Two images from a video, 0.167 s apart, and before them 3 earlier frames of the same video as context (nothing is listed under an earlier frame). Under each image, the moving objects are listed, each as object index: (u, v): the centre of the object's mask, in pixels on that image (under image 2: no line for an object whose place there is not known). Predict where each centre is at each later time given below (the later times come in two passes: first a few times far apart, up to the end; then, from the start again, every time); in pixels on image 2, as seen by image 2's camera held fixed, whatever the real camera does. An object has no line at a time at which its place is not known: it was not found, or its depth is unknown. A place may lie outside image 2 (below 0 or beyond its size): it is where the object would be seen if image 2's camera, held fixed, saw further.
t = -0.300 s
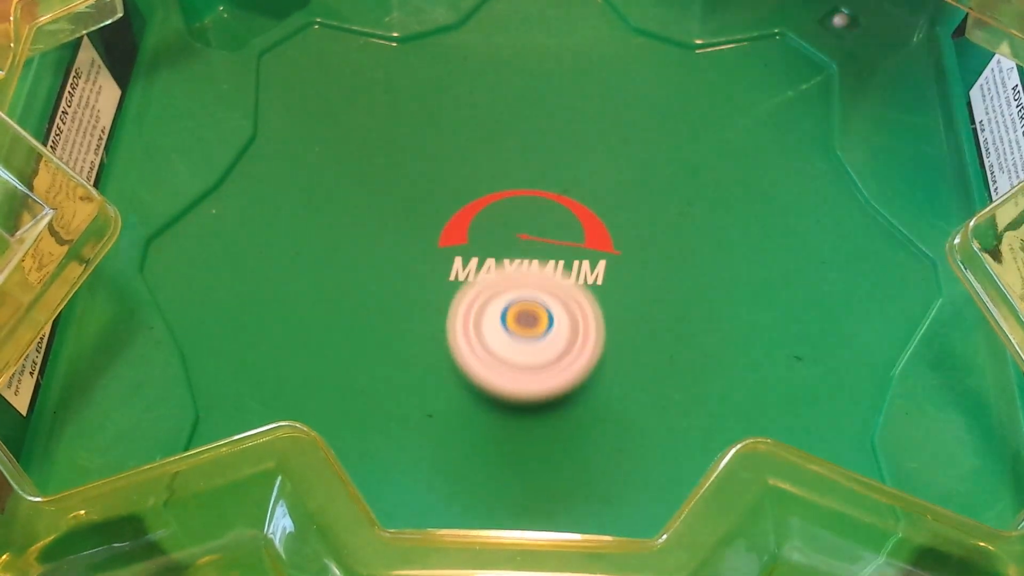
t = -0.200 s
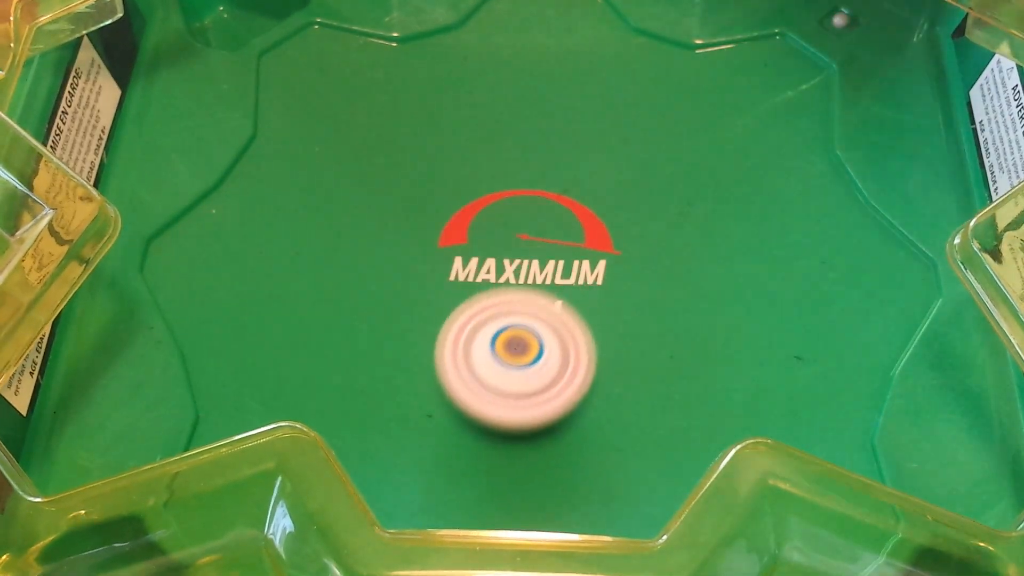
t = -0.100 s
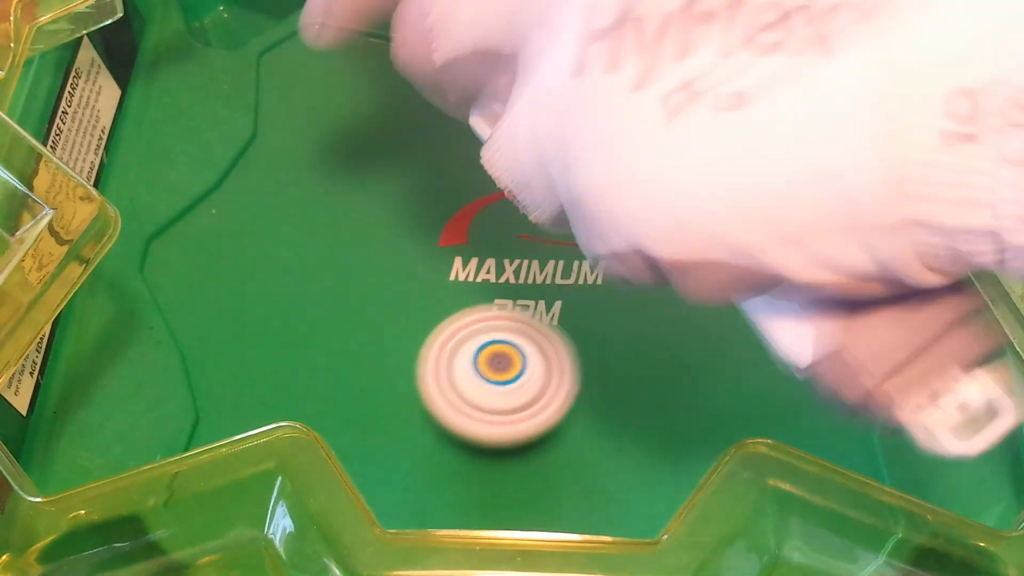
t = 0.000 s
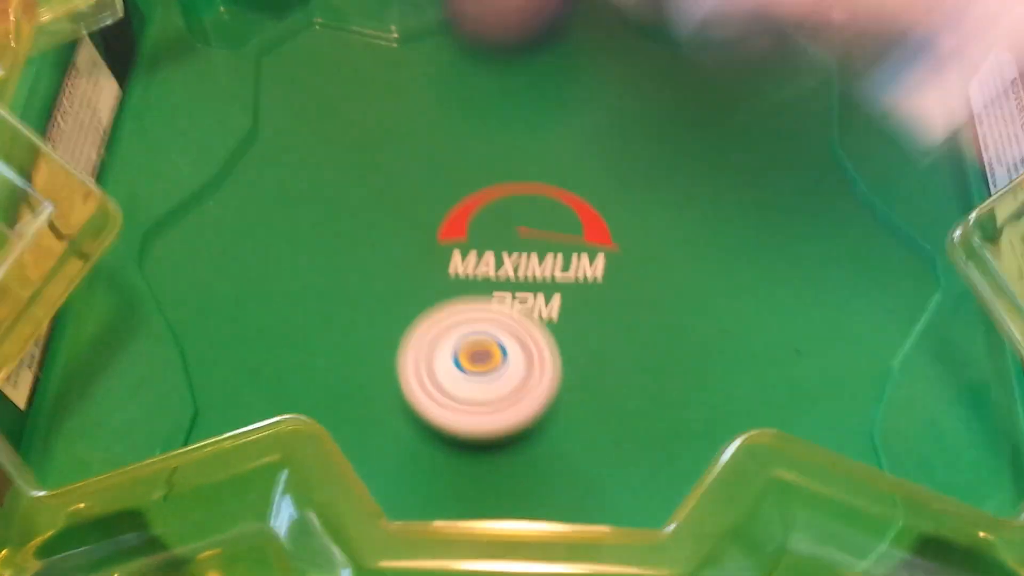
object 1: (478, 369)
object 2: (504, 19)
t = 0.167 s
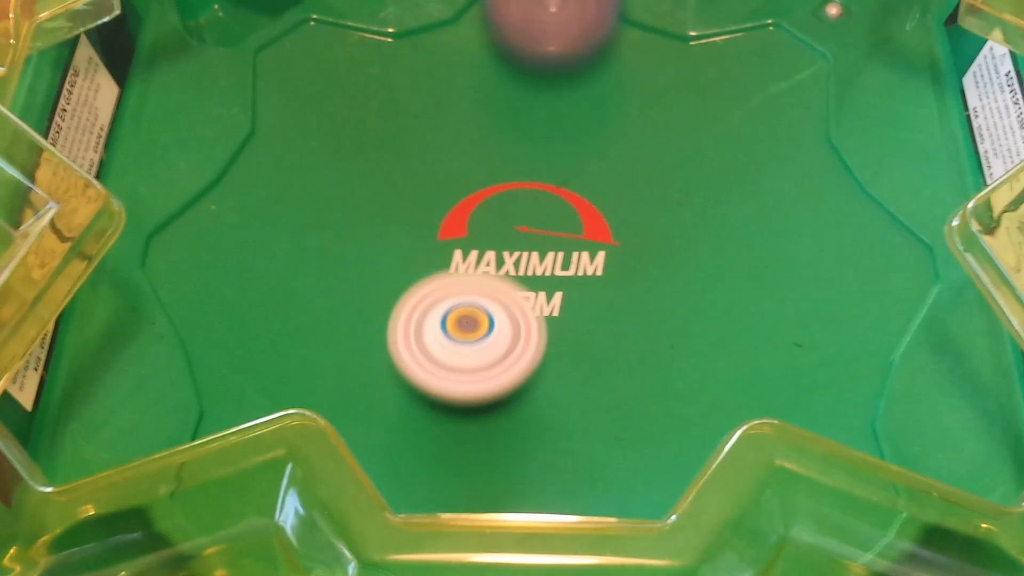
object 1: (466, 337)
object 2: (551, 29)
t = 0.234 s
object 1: (475, 317)
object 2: (529, 52)
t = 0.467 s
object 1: (432, 424)
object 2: (655, 138)
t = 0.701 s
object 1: (353, 374)
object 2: (757, 58)
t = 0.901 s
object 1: (411, 300)
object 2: (599, 77)
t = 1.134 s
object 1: (509, 338)
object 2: (641, 225)
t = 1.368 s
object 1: (595, 346)
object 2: (830, 182)
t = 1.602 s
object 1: (642, 351)
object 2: (631, 97)
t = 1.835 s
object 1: (638, 325)
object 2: (416, 410)
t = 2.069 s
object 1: (604, 268)
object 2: (637, 509)
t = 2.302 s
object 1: (591, 201)
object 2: (778, 343)
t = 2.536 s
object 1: (529, 119)
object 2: (639, 287)
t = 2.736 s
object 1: (514, 71)
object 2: (595, 412)
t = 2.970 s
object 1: (512, 96)
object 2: (688, 391)
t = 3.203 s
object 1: (479, 176)
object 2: (502, 320)
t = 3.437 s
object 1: (428, 253)
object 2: (395, 408)
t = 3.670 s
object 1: (383, 320)
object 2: (510, 447)
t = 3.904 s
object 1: (395, 354)
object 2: (557, 250)
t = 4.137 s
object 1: (463, 363)
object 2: (353, 141)
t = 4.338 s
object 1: (545, 353)
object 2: (231, 260)
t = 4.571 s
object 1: (678, 327)
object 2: (474, 355)
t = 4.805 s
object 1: (803, 311)
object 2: (521, 196)
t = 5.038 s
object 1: (805, 289)
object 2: (418, 115)
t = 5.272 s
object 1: (703, 241)
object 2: (376, 236)
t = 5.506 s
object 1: (598, 183)
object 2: (598, 322)
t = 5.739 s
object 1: (478, 153)
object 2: (720, 233)
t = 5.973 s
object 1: (375, 137)
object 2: (574, 159)
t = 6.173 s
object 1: (316, 136)
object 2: (478, 298)
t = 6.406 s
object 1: (319, 164)
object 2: (631, 437)
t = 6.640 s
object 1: (393, 254)
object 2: (750, 313)
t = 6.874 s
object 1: (489, 349)
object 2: (557, 190)
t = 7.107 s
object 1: (593, 411)
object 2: (346, 250)
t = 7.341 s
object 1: (668, 427)
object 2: (384, 414)
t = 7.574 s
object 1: (731, 354)
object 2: (520, 377)
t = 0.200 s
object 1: (468, 329)
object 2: (542, 35)
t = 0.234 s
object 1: (475, 317)
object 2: (529, 52)
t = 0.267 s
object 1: (480, 307)
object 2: (517, 89)
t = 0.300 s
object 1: (488, 297)
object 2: (507, 150)
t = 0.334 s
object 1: (480, 328)
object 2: (519, 165)
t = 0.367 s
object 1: (466, 374)
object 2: (546, 157)
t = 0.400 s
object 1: (458, 402)
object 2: (579, 150)
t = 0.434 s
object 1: (447, 417)
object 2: (617, 145)
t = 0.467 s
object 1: (432, 424)
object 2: (655, 138)
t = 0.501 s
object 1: (419, 425)
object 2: (689, 129)
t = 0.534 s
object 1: (399, 425)
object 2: (717, 119)
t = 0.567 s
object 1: (384, 421)
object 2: (738, 107)
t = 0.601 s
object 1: (370, 414)
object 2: (754, 93)
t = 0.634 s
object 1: (360, 403)
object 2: (761, 81)
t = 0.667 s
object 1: (357, 385)
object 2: (762, 68)
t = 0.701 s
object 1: (353, 374)
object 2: (757, 58)
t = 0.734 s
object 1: (352, 363)
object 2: (744, 52)
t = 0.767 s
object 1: (356, 351)
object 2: (724, 46)
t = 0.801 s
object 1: (366, 336)
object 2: (698, 44)
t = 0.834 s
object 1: (379, 323)
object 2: (664, 46)
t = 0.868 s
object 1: (394, 311)
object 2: (629, 55)
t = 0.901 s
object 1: (411, 300)
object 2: (599, 77)
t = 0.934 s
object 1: (431, 291)
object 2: (575, 109)
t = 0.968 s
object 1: (452, 282)
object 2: (556, 147)
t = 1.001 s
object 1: (462, 293)
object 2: (553, 177)
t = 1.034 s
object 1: (466, 319)
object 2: (566, 186)
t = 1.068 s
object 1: (479, 332)
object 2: (586, 199)
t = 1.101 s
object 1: (494, 336)
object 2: (611, 212)
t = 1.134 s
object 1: (509, 338)
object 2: (641, 225)
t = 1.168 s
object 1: (522, 339)
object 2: (674, 236)
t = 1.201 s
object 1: (535, 339)
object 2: (708, 242)
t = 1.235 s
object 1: (547, 340)
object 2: (741, 242)
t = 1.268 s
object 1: (561, 341)
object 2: (771, 235)
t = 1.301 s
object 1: (572, 342)
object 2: (798, 222)
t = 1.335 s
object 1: (584, 344)
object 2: (818, 205)
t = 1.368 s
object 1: (595, 346)
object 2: (830, 182)
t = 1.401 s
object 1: (606, 347)
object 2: (832, 157)
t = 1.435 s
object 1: (615, 348)
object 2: (824, 131)
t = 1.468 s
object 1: (622, 349)
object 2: (803, 106)
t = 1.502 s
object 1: (628, 350)
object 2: (771, 89)
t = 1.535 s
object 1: (634, 351)
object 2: (730, 81)
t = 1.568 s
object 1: (638, 351)
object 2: (682, 84)
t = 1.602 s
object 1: (642, 351)
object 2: (631, 97)
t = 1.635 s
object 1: (644, 350)
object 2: (583, 119)
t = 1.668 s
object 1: (645, 348)
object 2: (538, 152)
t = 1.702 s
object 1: (645, 345)
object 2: (497, 189)
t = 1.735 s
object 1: (644, 342)
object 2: (458, 242)
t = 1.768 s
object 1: (643, 337)
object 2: (431, 301)
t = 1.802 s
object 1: (641, 331)
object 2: (416, 357)
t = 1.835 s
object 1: (638, 325)
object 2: (416, 410)
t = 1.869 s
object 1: (635, 321)
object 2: (429, 447)
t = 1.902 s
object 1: (631, 315)
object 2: (448, 474)
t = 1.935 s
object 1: (626, 308)
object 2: (473, 493)
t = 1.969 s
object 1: (619, 298)
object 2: (512, 505)
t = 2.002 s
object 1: (614, 289)
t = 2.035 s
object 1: (609, 278)
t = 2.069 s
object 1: (604, 268)
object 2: (637, 509)
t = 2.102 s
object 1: (602, 259)
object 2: (648, 498)
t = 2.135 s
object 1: (600, 247)
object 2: (660, 482)
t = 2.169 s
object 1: (597, 236)
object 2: (681, 457)
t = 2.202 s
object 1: (596, 226)
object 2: (723, 421)
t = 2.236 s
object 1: (594, 215)
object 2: (757, 394)
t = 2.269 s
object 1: (592, 208)
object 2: (777, 370)
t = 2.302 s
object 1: (591, 201)
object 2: (778, 343)
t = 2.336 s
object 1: (591, 193)
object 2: (767, 312)
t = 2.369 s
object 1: (591, 185)
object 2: (741, 285)
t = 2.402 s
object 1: (588, 177)
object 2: (711, 263)
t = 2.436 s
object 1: (567, 158)
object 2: (702, 260)
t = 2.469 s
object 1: (546, 143)
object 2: (683, 264)
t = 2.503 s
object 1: (535, 130)
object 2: (662, 273)
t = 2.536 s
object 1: (529, 119)
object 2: (639, 287)
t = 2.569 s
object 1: (525, 108)
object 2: (619, 303)
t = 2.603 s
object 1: (521, 98)
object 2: (603, 326)
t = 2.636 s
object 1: (518, 89)
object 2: (592, 347)
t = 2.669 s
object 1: (516, 82)
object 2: (587, 370)
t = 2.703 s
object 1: (514, 76)
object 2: (587, 392)
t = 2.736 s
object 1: (514, 71)
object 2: (595, 412)
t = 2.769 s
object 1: (513, 68)
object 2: (608, 428)
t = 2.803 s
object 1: (513, 66)
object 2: (625, 439)
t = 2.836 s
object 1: (512, 67)
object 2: (642, 441)
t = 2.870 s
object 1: (513, 71)
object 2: (658, 436)
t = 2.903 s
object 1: (513, 77)
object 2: (672, 424)
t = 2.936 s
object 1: (513, 86)
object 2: (684, 408)
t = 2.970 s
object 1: (512, 96)
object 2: (688, 391)
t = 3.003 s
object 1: (510, 106)
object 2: (681, 374)
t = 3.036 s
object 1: (507, 118)
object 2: (664, 353)
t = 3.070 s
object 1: (503, 131)
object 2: (640, 335)
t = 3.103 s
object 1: (498, 144)
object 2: (612, 322)
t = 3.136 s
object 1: (492, 157)
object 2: (576, 312)
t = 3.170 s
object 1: (485, 171)
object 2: (535, 309)
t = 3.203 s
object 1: (479, 176)
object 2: (502, 320)
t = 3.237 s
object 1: (473, 182)
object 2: (471, 332)
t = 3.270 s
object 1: (465, 191)
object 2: (444, 342)
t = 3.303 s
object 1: (458, 203)
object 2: (423, 352)
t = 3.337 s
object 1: (452, 215)
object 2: (406, 364)
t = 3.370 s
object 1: (444, 228)
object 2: (394, 378)
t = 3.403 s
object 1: (436, 240)
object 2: (391, 393)
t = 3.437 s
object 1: (428, 253)
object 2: (395, 408)
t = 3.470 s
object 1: (421, 265)
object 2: (404, 422)
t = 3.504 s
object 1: (413, 276)
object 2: (415, 436)
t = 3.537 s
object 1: (405, 287)
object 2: (427, 446)
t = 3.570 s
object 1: (398, 296)
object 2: (440, 453)
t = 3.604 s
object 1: (392, 305)
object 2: (459, 457)
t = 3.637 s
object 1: (387, 313)
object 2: (484, 454)
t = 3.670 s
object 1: (383, 320)
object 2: (510, 447)
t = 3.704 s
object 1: (382, 326)
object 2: (534, 430)
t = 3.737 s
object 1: (381, 332)
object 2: (553, 403)
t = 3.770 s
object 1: (381, 337)
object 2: (565, 376)
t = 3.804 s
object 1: (383, 342)
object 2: (571, 344)
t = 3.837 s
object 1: (386, 346)
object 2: (571, 316)
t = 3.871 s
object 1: (389, 350)
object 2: (566, 280)
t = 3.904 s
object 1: (395, 354)
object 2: (557, 250)
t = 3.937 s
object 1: (402, 357)
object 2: (539, 223)
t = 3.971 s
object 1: (409, 359)
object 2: (519, 198)
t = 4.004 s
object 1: (419, 360)
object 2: (491, 176)
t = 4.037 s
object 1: (429, 361)
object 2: (460, 159)
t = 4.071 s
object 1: (439, 362)
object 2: (425, 146)
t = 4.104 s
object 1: (451, 363)
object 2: (390, 140)
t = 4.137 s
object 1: (463, 363)
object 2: (353, 141)
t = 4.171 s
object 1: (475, 362)
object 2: (318, 149)
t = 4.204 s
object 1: (488, 362)
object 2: (287, 162)
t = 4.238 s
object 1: (501, 360)
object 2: (261, 181)
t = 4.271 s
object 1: (515, 359)
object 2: (240, 204)
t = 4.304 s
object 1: (531, 357)
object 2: (230, 231)
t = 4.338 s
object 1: (545, 353)
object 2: (231, 260)
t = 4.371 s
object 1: (561, 350)
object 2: (244, 290)
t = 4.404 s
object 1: (575, 349)
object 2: (272, 320)
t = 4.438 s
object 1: (589, 346)
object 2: (310, 344)
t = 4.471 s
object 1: (602, 343)
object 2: (359, 363)
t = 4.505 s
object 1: (614, 340)
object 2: (414, 372)
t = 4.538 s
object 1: (635, 335)
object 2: (462, 368)
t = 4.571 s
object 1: (678, 327)
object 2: (474, 355)
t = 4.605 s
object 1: (713, 320)
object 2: (488, 339)
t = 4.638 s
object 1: (739, 316)
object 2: (504, 317)
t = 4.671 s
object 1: (758, 314)
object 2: (514, 292)
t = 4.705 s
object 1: (773, 314)
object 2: (521, 266)
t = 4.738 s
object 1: (784, 313)
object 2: (524, 239)
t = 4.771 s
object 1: (794, 312)
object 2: (524, 217)
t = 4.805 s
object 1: (803, 311)
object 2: (521, 196)
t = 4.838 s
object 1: (811, 308)
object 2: (513, 179)
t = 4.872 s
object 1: (817, 305)
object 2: (502, 161)
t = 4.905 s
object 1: (820, 302)
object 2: (489, 145)
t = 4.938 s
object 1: (821, 299)
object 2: (474, 132)
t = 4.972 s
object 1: (818, 295)
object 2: (457, 122)
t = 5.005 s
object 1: (813, 292)
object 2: (438, 117)
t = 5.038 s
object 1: (805, 289)
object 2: (418, 115)
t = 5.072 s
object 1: (795, 284)
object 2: (398, 118)
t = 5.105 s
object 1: (784, 278)
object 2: (380, 127)
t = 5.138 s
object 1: (770, 271)
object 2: (365, 142)
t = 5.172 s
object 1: (755, 264)
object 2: (356, 162)
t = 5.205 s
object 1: (738, 257)
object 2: (354, 186)
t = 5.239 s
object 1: (721, 249)
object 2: (361, 211)
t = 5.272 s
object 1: (703, 241)
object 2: (376, 236)
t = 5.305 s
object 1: (685, 233)
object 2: (398, 259)
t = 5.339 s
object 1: (667, 226)
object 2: (427, 280)
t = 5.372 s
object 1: (650, 218)
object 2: (463, 296)
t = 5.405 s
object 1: (633, 211)
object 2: (505, 305)
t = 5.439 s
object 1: (617, 203)
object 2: (544, 310)
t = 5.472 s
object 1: (610, 192)
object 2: (573, 319)
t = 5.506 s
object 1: (598, 183)
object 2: (598, 322)
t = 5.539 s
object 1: (583, 176)
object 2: (626, 321)
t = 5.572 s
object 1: (565, 172)
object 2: (652, 315)
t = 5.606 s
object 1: (547, 169)
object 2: (674, 304)
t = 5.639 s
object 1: (530, 165)
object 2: (695, 290)
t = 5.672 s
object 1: (512, 160)
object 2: (709, 274)
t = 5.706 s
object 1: (496, 156)
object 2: (718, 254)
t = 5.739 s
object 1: (478, 153)
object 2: (720, 233)
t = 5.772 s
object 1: (461, 149)
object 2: (715, 212)
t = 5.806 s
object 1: (445, 147)
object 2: (704, 194)
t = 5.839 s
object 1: (429, 143)
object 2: (686, 178)
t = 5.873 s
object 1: (414, 142)
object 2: (663, 166)
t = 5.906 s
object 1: (400, 139)
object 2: (636, 158)
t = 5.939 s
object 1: (388, 138)
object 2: (606, 156)
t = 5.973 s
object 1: (375, 137)
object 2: (574, 159)
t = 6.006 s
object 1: (366, 136)
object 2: (544, 168)
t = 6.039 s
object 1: (356, 137)
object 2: (514, 182)
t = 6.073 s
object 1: (348, 138)
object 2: (488, 199)
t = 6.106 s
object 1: (336, 139)
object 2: (474, 227)
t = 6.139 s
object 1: (324, 137)
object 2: (473, 263)
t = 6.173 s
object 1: (316, 136)
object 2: (478, 298)
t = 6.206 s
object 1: (311, 137)
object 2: (488, 334)
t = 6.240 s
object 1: (307, 138)
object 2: (502, 363)
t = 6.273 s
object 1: (306, 140)
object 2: (522, 387)
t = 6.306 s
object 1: (307, 144)
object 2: (545, 408)
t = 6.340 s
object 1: (309, 149)
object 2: (573, 424)
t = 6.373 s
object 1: (313, 156)
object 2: (603, 434)
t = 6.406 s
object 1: (319, 164)
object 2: (631, 437)
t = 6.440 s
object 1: (325, 174)
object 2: (657, 431)
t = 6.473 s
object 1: (333, 186)
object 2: (683, 417)
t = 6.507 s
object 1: (343, 199)
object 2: (711, 401)
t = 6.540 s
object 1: (356, 212)
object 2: (735, 384)
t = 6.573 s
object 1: (368, 226)
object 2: (750, 364)
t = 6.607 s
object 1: (380, 240)
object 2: (755, 341)
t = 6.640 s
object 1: (393, 254)
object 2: (750, 313)
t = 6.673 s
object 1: (404, 268)
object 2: (737, 285)
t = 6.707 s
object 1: (416, 283)
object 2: (718, 260)
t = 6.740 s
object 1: (429, 297)
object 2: (692, 238)
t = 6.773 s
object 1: (445, 311)
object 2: (664, 220)
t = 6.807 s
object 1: (459, 325)
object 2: (629, 205)
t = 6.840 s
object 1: (475, 337)
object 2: (594, 196)
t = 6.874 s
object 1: (489, 349)
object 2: (557, 190)
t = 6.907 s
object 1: (505, 361)
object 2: (520, 187)
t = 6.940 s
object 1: (520, 372)
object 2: (485, 188)
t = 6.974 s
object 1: (536, 381)
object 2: (452, 193)
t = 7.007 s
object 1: (550, 389)
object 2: (423, 201)
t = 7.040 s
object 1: (565, 397)
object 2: (395, 214)
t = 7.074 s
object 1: (579, 405)
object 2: (369, 230)
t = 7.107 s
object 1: (593, 411)
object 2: (346, 250)
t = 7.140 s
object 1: (607, 417)
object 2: (326, 273)
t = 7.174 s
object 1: (621, 422)
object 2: (313, 299)
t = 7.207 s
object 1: (634, 426)
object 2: (307, 327)
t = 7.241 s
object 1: (644, 428)
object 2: (310, 351)
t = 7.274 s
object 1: (651, 428)
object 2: (326, 372)
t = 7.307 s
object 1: (657, 427)
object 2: (351, 393)
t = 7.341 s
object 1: (668, 427)
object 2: (384, 414)
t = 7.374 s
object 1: (673, 424)
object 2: (412, 429)
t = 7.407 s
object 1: (676, 419)
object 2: (445, 436)
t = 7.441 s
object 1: (679, 413)
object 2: (480, 432)
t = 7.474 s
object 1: (686, 404)
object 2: (509, 421)
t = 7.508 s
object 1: (708, 385)
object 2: (513, 410)
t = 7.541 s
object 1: (723, 367)
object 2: (518, 394)
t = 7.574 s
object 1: (731, 354)
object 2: (520, 377)
